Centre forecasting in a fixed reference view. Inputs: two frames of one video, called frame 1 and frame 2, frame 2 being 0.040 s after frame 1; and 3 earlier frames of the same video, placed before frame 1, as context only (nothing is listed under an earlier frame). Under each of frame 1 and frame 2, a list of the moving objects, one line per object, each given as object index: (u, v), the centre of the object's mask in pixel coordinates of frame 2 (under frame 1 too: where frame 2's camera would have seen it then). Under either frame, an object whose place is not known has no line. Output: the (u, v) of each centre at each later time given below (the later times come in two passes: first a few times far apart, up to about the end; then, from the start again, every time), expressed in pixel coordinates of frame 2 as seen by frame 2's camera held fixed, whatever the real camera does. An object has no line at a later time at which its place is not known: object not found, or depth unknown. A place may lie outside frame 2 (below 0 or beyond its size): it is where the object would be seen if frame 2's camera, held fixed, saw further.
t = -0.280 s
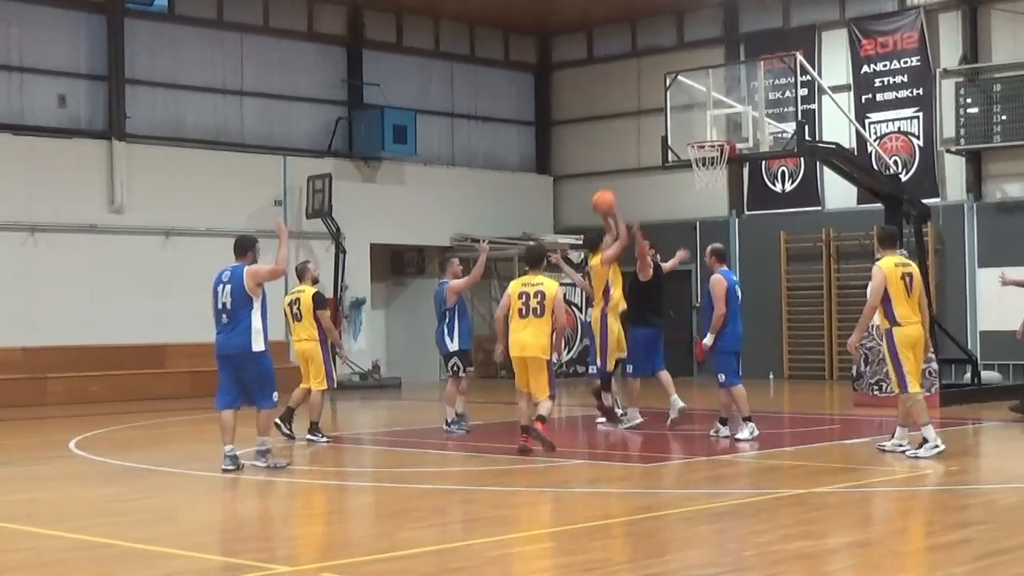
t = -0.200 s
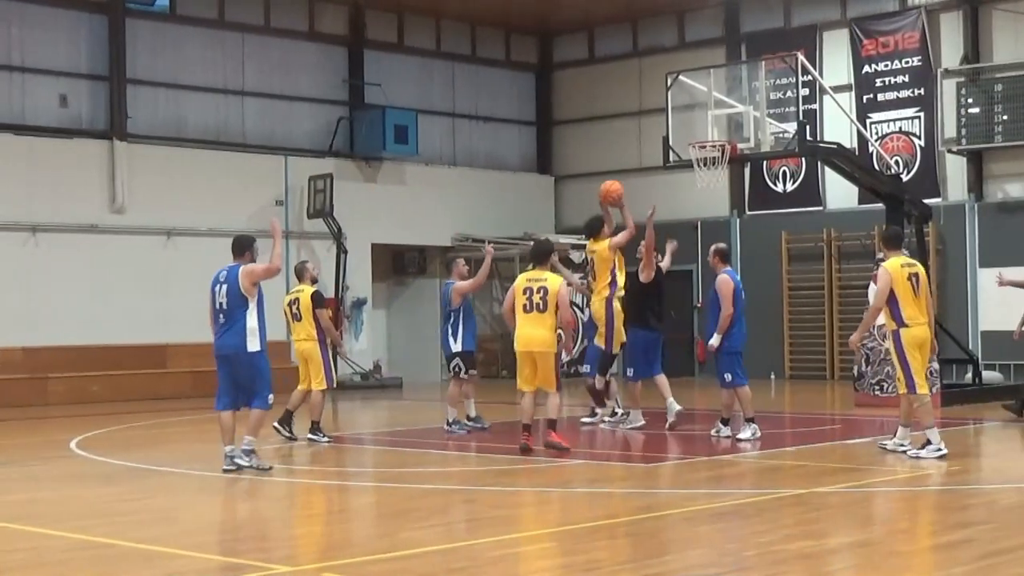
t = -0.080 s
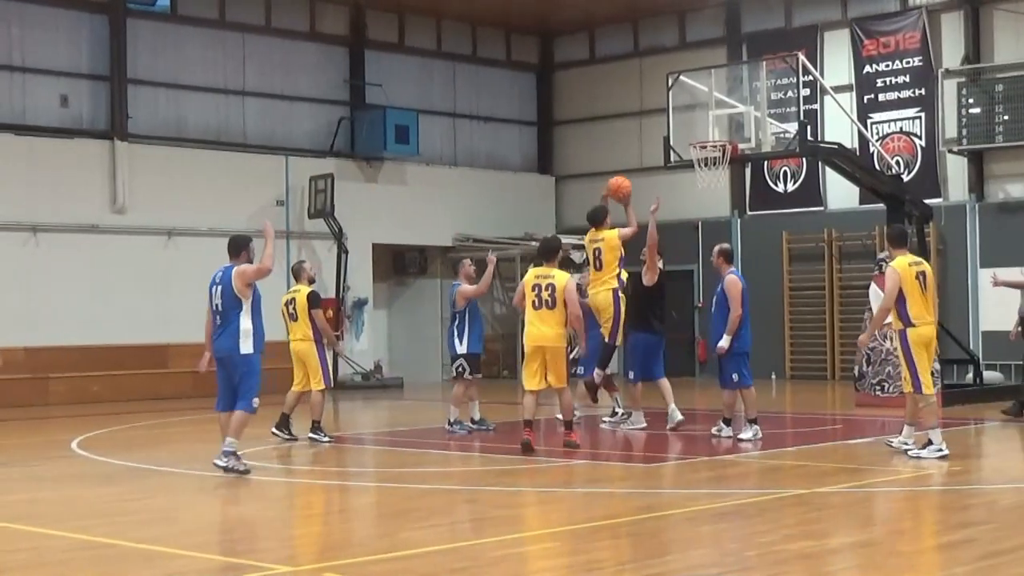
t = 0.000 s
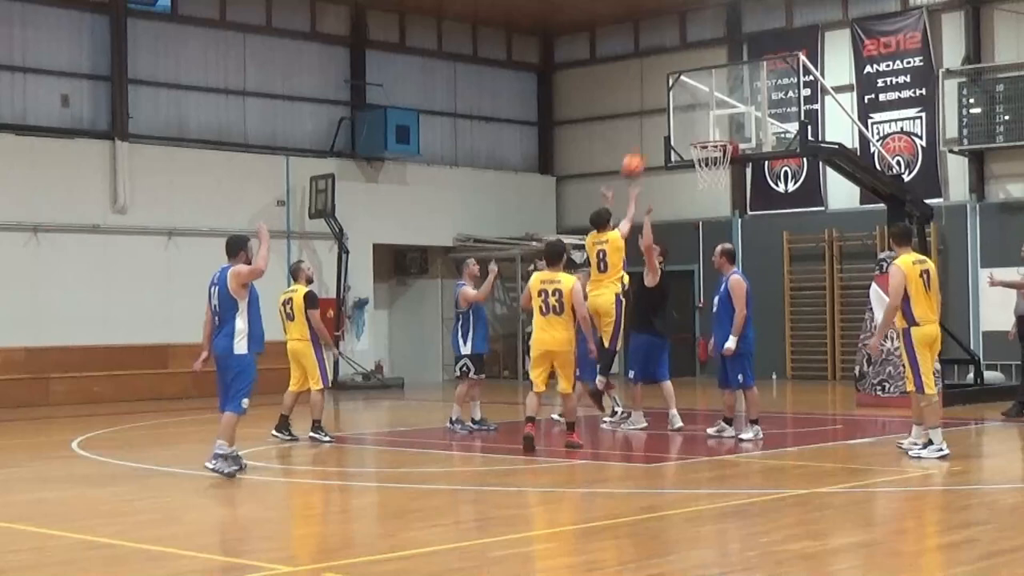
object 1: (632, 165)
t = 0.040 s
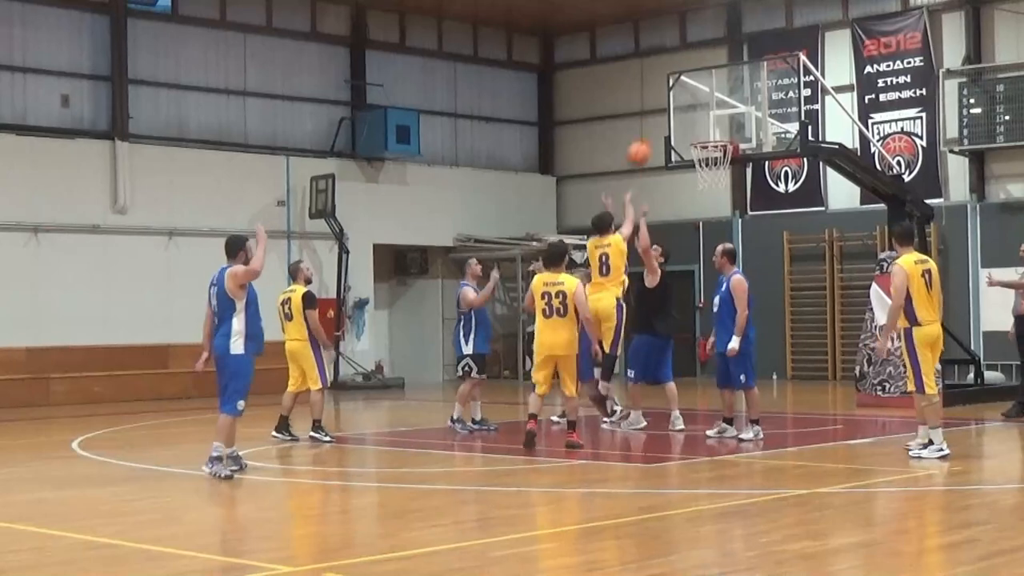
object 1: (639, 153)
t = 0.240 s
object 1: (664, 114)
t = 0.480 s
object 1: (695, 118)
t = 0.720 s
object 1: (700, 136)
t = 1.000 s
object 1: (678, 185)
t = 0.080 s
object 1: (644, 142)
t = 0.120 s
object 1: (649, 133)
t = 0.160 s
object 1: (654, 125)
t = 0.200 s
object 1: (659, 119)
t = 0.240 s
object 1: (664, 114)
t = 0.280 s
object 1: (670, 112)
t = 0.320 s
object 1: (675, 110)
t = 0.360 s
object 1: (680, 110)
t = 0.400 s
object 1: (685, 111)
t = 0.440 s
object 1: (690, 114)
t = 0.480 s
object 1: (695, 118)
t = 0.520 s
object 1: (700, 124)
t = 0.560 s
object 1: (705, 130)
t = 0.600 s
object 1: (709, 136)
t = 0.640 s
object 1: (706, 137)
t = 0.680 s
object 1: (702, 136)
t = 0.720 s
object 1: (700, 136)
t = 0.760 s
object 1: (695, 138)
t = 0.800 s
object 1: (691, 143)
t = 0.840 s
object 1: (686, 151)
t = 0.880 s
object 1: (685, 157)
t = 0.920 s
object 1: (684, 164)
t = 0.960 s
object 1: (681, 174)
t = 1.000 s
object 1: (678, 185)
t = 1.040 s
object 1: (676, 197)
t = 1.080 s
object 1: (673, 211)
